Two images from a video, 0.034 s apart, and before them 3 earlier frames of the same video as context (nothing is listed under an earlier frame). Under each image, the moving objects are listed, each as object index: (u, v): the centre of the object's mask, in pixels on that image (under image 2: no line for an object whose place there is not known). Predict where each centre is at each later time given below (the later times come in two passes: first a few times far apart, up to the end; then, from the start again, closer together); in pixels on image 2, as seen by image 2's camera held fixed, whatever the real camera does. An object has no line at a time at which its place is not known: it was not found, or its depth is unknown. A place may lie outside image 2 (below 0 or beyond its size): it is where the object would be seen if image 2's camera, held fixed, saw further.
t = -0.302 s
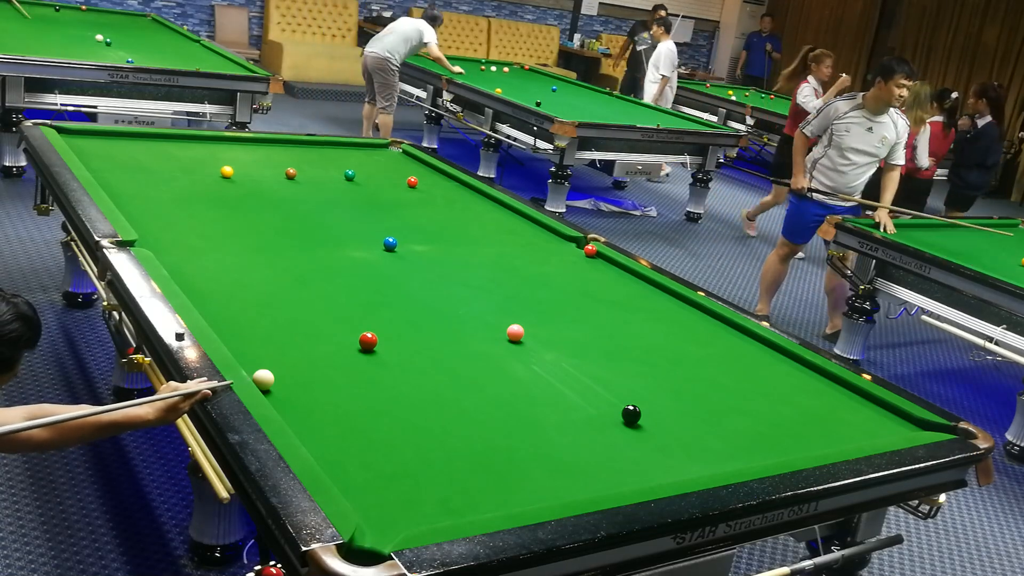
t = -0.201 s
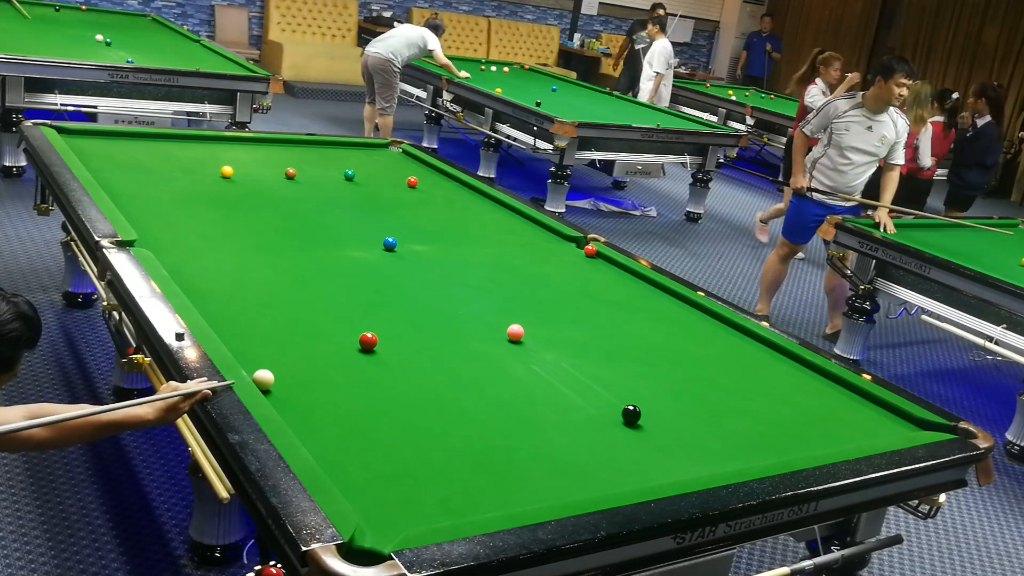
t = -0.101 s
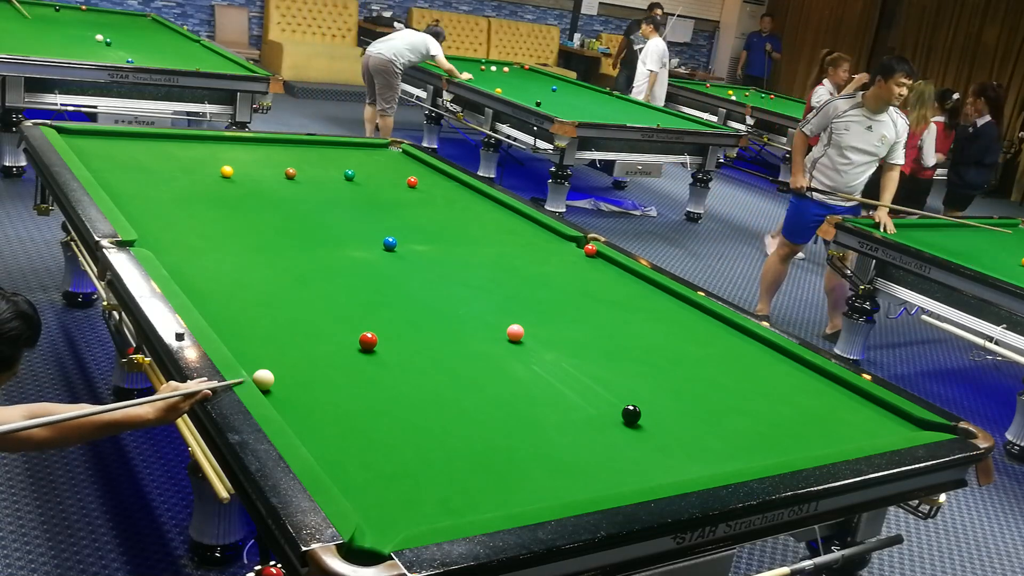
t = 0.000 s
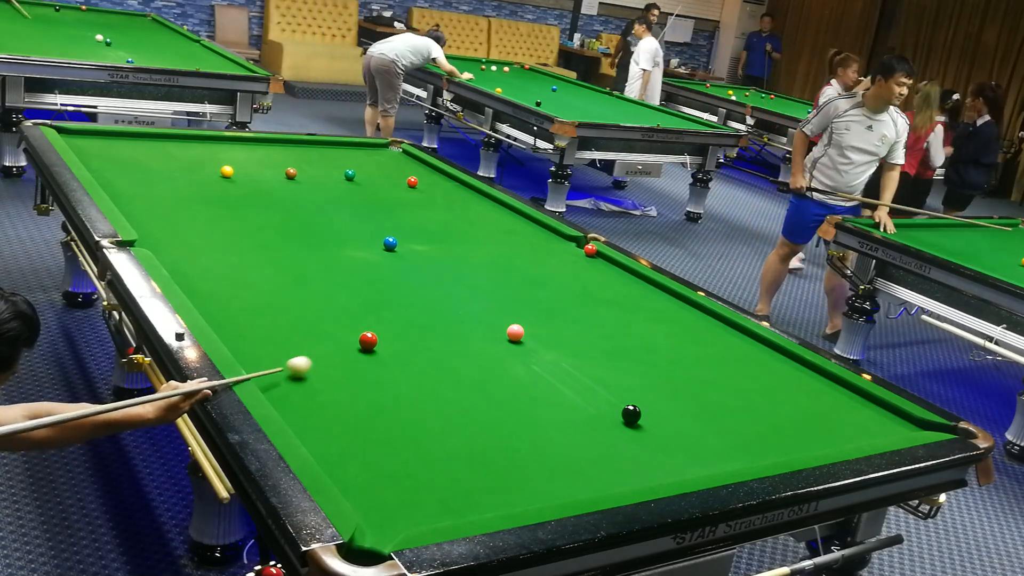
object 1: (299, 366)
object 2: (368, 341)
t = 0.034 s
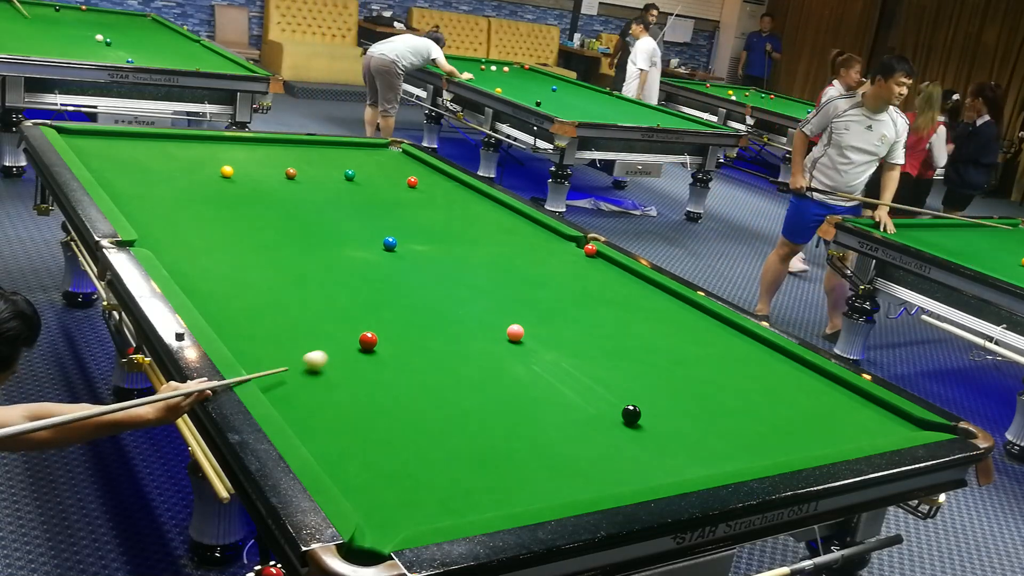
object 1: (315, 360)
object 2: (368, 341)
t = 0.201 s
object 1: (364, 347)
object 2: (390, 330)
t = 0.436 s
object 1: (396, 342)
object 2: (439, 306)
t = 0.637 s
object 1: (423, 338)
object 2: (471, 291)
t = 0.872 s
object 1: (450, 334)
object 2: (504, 276)
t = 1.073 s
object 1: (472, 330)
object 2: (528, 265)
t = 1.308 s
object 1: (495, 327)
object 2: (552, 253)
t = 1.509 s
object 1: (512, 322)
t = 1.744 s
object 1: (531, 322)
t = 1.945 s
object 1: (545, 320)
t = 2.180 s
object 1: (561, 318)
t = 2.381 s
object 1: (572, 316)
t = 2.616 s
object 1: (584, 315)
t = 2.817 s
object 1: (594, 314)
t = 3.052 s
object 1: (603, 313)
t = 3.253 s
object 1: (609, 312)
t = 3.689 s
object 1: (619, 310)
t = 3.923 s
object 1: (625, 310)
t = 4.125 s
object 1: (627, 310)
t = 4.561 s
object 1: (630, 310)
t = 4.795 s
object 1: (630, 310)
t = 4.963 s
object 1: (631, 309)
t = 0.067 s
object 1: (331, 355)
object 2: (368, 341)
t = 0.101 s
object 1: (346, 349)
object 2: (368, 341)
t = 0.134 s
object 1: (358, 346)
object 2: (372, 339)
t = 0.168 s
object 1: (361, 346)
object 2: (381, 335)
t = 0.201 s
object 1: (364, 347)
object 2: (390, 330)
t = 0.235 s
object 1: (368, 347)
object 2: (400, 326)
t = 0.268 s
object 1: (372, 346)
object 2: (408, 322)
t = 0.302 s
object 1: (377, 345)
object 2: (415, 318)
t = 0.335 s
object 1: (382, 345)
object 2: (422, 315)
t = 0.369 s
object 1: (386, 344)
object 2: (428, 312)
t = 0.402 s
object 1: (391, 343)
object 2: (434, 309)
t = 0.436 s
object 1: (396, 342)
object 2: (439, 306)
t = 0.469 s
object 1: (401, 341)
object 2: (445, 304)
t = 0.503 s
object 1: (405, 341)
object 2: (451, 301)
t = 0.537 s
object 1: (410, 340)
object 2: (456, 298)
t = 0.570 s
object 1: (414, 339)
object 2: (461, 296)
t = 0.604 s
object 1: (418, 339)
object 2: (466, 294)
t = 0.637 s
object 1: (423, 338)
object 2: (471, 291)
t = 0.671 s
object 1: (427, 337)
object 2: (476, 289)
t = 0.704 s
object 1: (431, 337)
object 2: (481, 287)
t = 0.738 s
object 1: (435, 336)
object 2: (486, 284)
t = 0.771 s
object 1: (439, 336)
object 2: (490, 282)
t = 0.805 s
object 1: (443, 335)
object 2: (495, 280)
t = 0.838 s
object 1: (447, 334)
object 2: (499, 278)
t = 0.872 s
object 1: (450, 334)
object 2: (504, 276)
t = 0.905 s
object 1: (454, 333)
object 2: (508, 274)
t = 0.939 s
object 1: (458, 333)
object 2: (512, 272)
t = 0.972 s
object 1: (461, 332)
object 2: (516, 270)
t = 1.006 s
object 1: (465, 331)
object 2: (520, 268)
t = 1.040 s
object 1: (468, 331)
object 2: (524, 266)
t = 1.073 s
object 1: (472, 330)
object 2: (528, 265)
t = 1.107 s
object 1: (475, 330)
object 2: (531, 263)
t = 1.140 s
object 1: (479, 329)
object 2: (535, 261)
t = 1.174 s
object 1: (482, 329)
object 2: (538, 260)
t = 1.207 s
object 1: (485, 328)
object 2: (542, 258)
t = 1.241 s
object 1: (489, 328)
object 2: (545, 256)
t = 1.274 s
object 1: (492, 327)
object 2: (549, 255)
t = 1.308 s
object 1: (495, 327)
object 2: (552, 253)
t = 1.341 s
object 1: (498, 326)
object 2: (555, 252)
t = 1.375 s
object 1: (501, 326)
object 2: (558, 250)
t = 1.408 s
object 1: (503, 325)
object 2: (561, 249)
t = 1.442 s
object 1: (505, 324)
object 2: (565, 247)
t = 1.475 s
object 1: (508, 322)
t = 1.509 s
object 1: (512, 322)
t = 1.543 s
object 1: (515, 321)
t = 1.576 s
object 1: (519, 321)
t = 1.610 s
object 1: (522, 321)
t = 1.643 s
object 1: (524, 322)
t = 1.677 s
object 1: (526, 322)
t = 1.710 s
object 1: (529, 322)
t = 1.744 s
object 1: (531, 322)
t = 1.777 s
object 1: (533, 321)
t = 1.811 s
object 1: (536, 321)
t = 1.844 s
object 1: (538, 321)
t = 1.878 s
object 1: (541, 321)
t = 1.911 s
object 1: (543, 320)
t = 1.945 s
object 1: (545, 320)
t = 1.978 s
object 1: (548, 320)
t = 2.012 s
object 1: (550, 319)
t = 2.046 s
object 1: (552, 319)
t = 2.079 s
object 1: (554, 319)
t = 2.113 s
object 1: (557, 318)
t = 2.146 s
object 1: (559, 318)
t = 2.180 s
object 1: (561, 318)
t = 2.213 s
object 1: (563, 318)
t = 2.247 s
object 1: (565, 317)
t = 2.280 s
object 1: (567, 317)
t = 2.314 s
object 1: (568, 317)
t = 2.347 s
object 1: (570, 317)
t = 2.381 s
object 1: (572, 316)
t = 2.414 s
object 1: (574, 316)
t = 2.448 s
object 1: (576, 316)
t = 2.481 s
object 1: (578, 316)
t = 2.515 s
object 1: (579, 316)
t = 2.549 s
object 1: (581, 315)
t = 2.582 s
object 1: (583, 315)
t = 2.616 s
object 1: (584, 315)
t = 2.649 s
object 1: (586, 315)
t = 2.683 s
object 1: (587, 315)
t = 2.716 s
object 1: (589, 315)
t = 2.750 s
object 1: (590, 314)
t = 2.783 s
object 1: (592, 314)
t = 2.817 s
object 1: (594, 314)
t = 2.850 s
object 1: (595, 314)
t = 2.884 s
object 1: (596, 314)
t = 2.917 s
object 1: (598, 314)
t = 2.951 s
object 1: (599, 313)
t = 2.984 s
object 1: (600, 313)
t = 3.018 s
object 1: (602, 313)
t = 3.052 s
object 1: (603, 313)
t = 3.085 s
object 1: (604, 313)
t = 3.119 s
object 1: (605, 313)
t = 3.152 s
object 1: (605, 312)
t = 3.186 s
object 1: (607, 312)
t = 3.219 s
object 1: (608, 312)
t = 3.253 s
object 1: (609, 312)
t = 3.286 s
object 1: (610, 312)
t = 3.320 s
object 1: (613, 311)
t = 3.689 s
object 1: (619, 310)
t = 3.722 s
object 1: (621, 311)
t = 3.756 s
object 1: (622, 311)
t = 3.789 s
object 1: (622, 310)
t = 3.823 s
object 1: (623, 310)
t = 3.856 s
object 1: (623, 311)
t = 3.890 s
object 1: (624, 310)
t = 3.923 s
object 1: (625, 310)
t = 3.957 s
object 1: (625, 310)
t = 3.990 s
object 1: (626, 311)
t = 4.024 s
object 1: (626, 310)
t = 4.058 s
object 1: (627, 310)
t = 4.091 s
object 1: (627, 310)
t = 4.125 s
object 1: (627, 310)
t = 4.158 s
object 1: (628, 310)
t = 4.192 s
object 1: (628, 310)
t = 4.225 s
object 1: (628, 310)
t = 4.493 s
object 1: (630, 310)
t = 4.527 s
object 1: (630, 310)
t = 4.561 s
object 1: (630, 310)
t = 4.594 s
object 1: (630, 310)
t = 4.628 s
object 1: (630, 310)
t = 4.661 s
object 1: (630, 310)
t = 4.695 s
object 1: (630, 310)
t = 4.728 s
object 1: (630, 310)
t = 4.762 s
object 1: (630, 310)
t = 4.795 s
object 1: (630, 310)
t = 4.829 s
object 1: (630, 310)
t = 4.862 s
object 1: (630, 310)
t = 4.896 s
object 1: (630, 310)
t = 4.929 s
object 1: (630, 310)
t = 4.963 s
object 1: (631, 309)
